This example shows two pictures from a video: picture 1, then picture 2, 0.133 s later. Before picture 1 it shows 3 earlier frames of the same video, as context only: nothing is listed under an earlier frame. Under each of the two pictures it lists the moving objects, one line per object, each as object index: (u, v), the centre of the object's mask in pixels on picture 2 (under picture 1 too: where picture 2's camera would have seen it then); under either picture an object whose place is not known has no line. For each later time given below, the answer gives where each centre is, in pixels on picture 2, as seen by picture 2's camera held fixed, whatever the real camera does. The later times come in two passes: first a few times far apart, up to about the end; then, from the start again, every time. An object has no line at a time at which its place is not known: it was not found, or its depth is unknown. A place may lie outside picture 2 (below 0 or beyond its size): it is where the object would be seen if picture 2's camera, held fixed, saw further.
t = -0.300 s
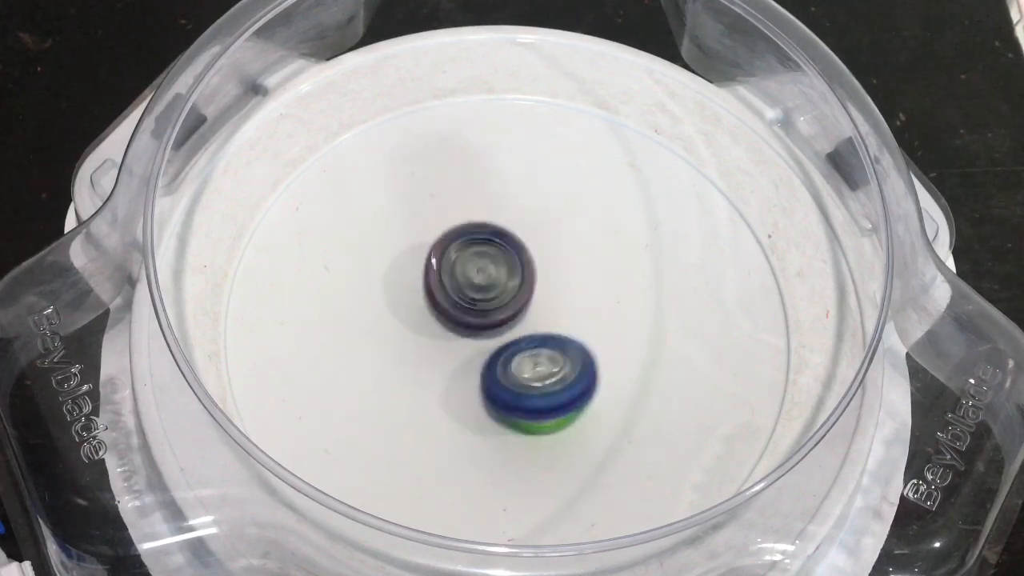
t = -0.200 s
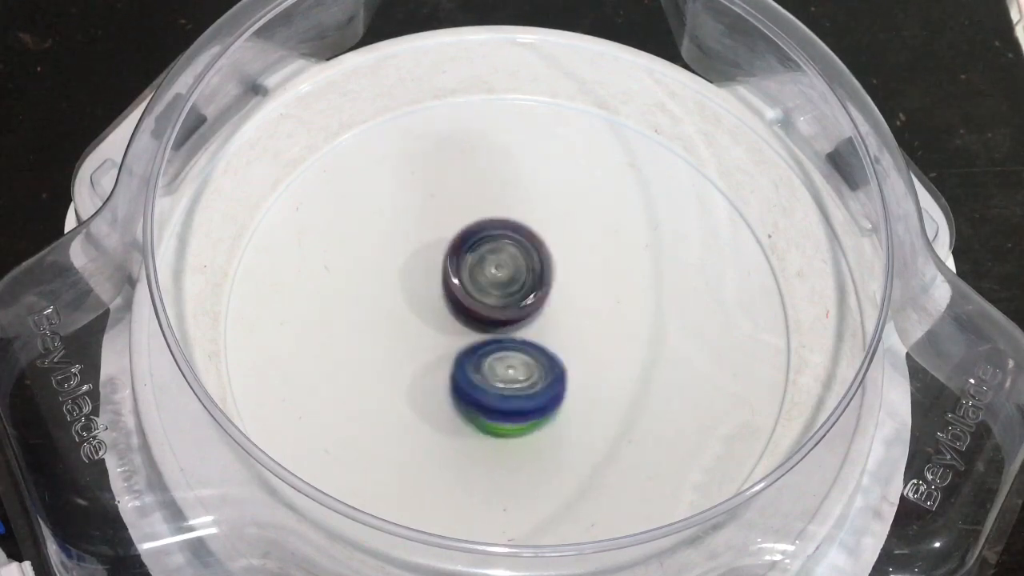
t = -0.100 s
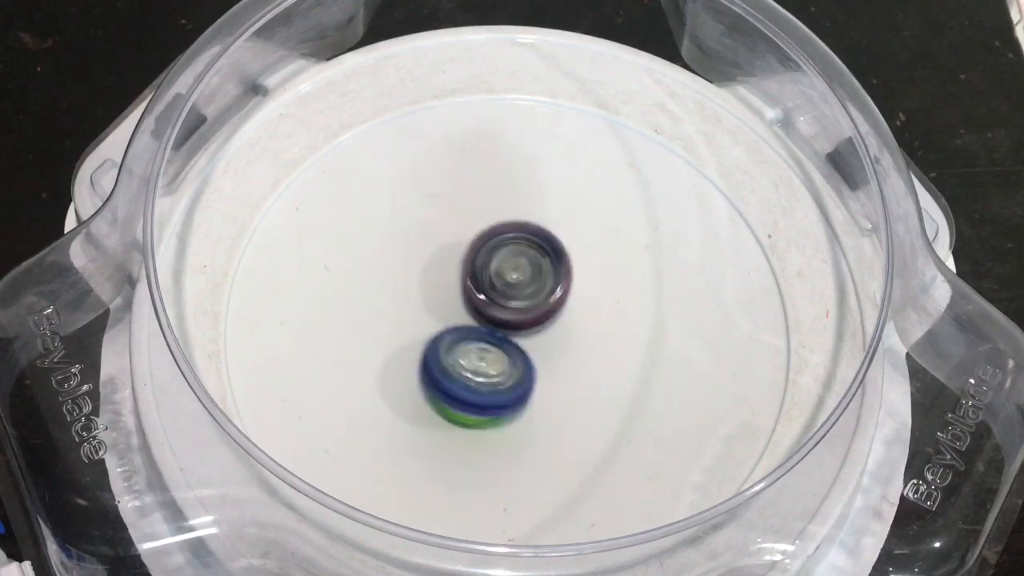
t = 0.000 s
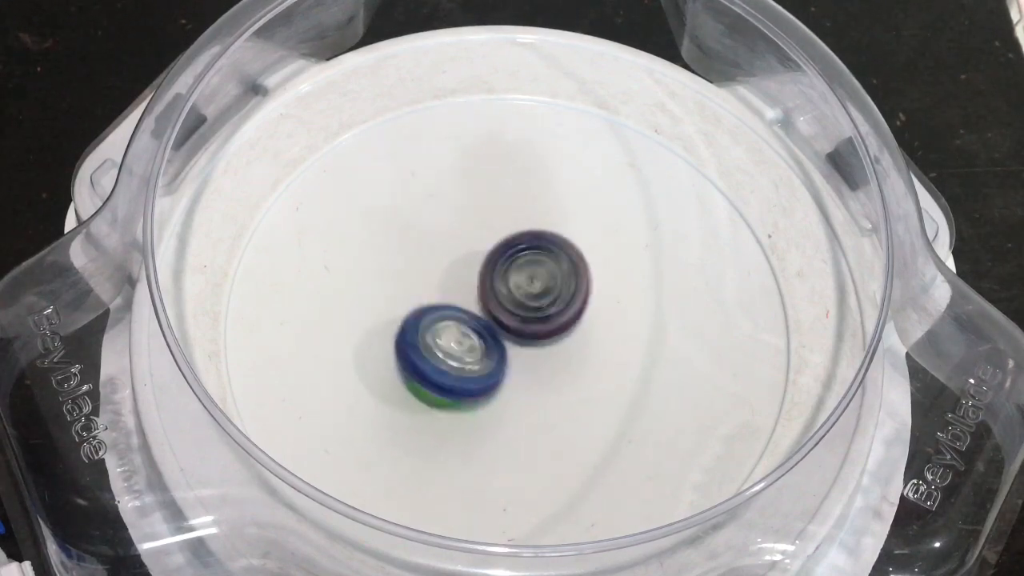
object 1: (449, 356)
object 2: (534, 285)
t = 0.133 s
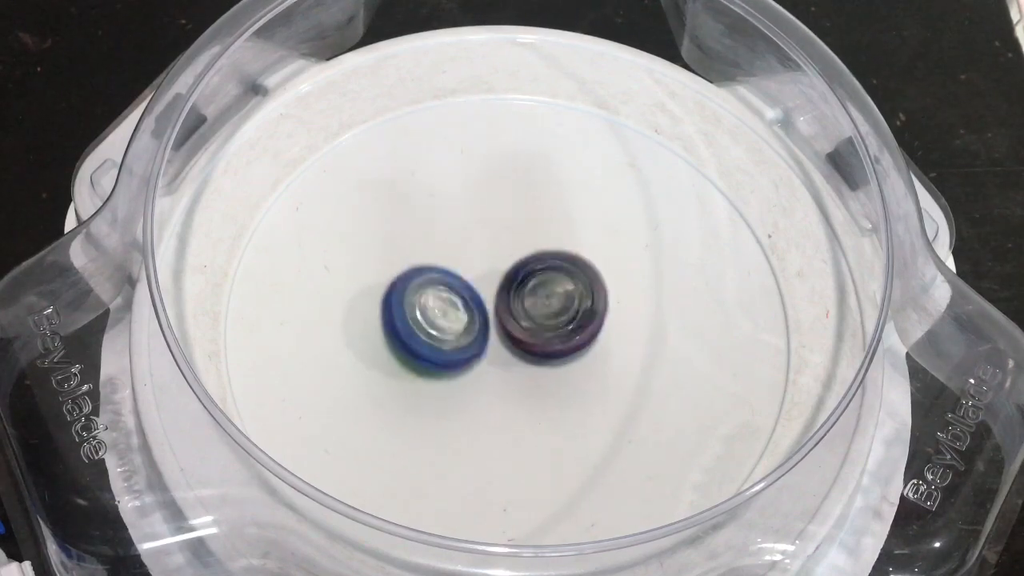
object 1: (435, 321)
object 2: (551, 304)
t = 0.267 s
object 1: (443, 285)
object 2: (552, 328)
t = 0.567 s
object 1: (517, 253)
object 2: (509, 356)
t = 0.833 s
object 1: (577, 304)
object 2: (466, 327)
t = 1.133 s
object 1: (548, 376)
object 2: (480, 286)
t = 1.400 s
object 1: (467, 372)
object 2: (530, 284)
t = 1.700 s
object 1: (440, 295)
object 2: (554, 329)
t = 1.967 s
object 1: (499, 248)
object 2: (519, 351)
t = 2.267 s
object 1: (582, 284)
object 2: (468, 324)
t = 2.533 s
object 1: (588, 360)
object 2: (482, 289)
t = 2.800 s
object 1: (503, 408)
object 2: (531, 289)
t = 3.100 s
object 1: (401, 342)
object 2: (551, 318)
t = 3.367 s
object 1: (429, 249)
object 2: (515, 332)
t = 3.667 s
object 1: (557, 222)
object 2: (477, 302)
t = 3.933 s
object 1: (637, 307)
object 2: (486, 291)
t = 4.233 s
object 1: (582, 409)
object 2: (513, 316)
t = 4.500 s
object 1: (429, 413)
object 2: (522, 316)
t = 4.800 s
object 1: (369, 301)
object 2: (529, 312)
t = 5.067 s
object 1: (470, 220)
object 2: (525, 312)
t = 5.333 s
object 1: (610, 246)
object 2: (510, 307)
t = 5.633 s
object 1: (628, 369)
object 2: (505, 297)
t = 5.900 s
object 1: (495, 444)
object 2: (509, 308)
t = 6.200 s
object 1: (400, 395)
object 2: (498, 318)
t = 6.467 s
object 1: (360, 265)
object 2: (502, 318)
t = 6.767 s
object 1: (398, 244)
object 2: (514, 331)
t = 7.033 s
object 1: (494, 217)
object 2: (508, 329)
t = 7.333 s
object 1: (489, 223)
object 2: (512, 317)
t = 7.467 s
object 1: (499, 225)
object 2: (517, 324)
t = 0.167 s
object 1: (435, 311)
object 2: (552, 310)
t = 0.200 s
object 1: (436, 302)
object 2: (553, 316)
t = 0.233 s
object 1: (438, 293)
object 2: (554, 322)
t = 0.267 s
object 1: (443, 285)
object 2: (552, 328)
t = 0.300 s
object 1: (448, 277)
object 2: (551, 334)
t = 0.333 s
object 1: (454, 270)
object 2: (548, 338)
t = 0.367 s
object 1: (462, 266)
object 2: (544, 343)
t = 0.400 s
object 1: (470, 260)
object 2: (540, 348)
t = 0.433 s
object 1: (479, 256)
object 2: (534, 351)
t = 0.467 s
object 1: (488, 254)
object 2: (529, 354)
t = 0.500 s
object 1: (498, 252)
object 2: (522, 355)
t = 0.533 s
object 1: (508, 251)
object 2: (516, 356)
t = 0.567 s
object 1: (517, 253)
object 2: (509, 356)
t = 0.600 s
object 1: (527, 255)
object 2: (502, 355)
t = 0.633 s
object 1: (537, 259)
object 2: (496, 353)
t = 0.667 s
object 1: (546, 263)
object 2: (489, 350)
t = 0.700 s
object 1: (554, 269)
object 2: (484, 347)
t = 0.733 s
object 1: (562, 277)
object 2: (479, 342)
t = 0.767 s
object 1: (568, 285)
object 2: (475, 338)
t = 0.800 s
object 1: (573, 293)
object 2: (470, 333)
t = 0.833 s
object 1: (577, 304)
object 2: (466, 327)
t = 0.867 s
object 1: (579, 312)
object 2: (465, 321)
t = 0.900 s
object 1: (580, 320)
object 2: (463, 316)
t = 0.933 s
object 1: (579, 330)
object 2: (463, 311)
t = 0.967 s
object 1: (577, 339)
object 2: (463, 305)
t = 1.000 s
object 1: (575, 347)
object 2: (465, 303)
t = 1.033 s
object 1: (569, 356)
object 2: (468, 298)
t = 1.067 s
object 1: (563, 364)
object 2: (470, 293)
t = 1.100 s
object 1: (556, 370)
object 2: (476, 289)
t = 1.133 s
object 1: (548, 376)
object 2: (480, 286)
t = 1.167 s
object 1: (538, 381)
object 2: (486, 283)
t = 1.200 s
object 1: (529, 383)
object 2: (491, 282)
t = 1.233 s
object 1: (518, 385)
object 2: (498, 282)
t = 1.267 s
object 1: (507, 385)
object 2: (504, 281)
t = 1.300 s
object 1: (497, 385)
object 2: (511, 281)
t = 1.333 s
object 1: (486, 382)
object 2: (520, 281)
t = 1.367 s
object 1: (476, 378)
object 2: (525, 282)
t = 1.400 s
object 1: (467, 372)
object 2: (530, 284)
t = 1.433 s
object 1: (460, 366)
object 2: (536, 285)
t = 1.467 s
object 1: (452, 359)
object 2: (541, 291)
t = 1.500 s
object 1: (446, 350)
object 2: (546, 294)
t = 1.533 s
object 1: (442, 342)
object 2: (548, 299)
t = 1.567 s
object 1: (440, 333)
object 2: (552, 303)
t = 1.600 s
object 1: (438, 323)
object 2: (552, 309)
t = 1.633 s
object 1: (439, 315)
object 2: (553, 315)
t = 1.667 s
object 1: (438, 304)
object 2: (555, 321)
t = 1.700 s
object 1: (440, 295)
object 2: (554, 329)
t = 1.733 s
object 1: (444, 286)
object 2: (552, 334)
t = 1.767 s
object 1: (450, 278)
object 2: (550, 338)
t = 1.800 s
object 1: (457, 270)
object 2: (547, 342)
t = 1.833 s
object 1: (464, 264)
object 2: (543, 345)
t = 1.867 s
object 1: (473, 258)
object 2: (537, 349)
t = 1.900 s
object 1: (481, 253)
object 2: (530, 350)
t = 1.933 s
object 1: (490, 249)
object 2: (525, 351)
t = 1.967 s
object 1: (499, 248)
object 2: (519, 351)
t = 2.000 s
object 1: (508, 246)
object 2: (512, 349)
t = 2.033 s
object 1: (517, 247)
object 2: (505, 347)
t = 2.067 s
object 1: (527, 248)
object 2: (501, 344)
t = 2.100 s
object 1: (536, 250)
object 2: (495, 340)
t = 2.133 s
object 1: (547, 253)
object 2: (487, 338)
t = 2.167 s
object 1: (558, 259)
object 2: (479, 335)
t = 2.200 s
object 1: (567, 266)
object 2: (473, 332)
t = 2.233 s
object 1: (574, 275)
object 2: (471, 327)
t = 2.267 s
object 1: (582, 284)
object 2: (468, 324)
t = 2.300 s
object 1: (588, 294)
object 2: (466, 319)
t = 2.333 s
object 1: (592, 304)
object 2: (464, 314)
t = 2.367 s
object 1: (596, 314)
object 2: (466, 308)
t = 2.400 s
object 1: (597, 323)
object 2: (466, 304)
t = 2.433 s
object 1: (596, 333)
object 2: (470, 299)
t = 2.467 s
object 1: (596, 342)
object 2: (472, 294)
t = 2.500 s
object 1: (592, 351)
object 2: (478, 292)
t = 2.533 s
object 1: (588, 360)
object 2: (482, 289)
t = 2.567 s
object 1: (581, 369)
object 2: (488, 289)
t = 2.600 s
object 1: (574, 377)
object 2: (493, 287)
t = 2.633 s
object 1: (566, 383)
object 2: (499, 288)
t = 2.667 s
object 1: (556, 388)
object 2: (505, 288)
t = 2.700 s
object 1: (545, 393)
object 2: (510, 291)
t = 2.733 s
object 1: (533, 395)
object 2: (516, 292)
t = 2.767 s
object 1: (518, 403)
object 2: (522, 290)
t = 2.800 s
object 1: (503, 408)
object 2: (531, 289)
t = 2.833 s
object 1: (489, 408)
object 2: (537, 292)
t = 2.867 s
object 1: (474, 406)
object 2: (539, 294)
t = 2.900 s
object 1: (460, 401)
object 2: (542, 295)
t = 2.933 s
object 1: (447, 395)
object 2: (547, 297)
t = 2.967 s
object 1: (435, 386)
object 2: (550, 303)
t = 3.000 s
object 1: (423, 376)
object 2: (551, 307)
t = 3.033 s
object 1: (414, 365)
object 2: (551, 311)
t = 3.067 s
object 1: (407, 354)
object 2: (552, 313)
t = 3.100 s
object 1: (401, 342)
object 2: (551, 318)
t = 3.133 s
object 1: (397, 328)
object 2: (548, 322)
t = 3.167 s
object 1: (396, 316)
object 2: (544, 325)
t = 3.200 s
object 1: (398, 304)
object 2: (541, 328)
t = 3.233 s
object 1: (400, 292)
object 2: (537, 330)
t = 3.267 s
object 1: (405, 281)
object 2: (531, 332)
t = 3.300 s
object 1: (411, 269)
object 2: (525, 333)
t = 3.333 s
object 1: (420, 259)
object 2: (520, 333)
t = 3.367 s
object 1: (429, 249)
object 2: (515, 332)
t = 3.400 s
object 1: (441, 241)
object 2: (509, 330)
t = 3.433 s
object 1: (453, 232)
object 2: (504, 328)
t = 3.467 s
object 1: (466, 225)
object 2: (499, 325)
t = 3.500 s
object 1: (481, 220)
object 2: (495, 322)
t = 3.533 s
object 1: (495, 217)
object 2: (492, 318)
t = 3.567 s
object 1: (511, 216)
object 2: (489, 313)
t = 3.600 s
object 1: (526, 217)
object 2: (486, 309)
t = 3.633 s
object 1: (543, 217)
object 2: (481, 307)
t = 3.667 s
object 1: (557, 222)
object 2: (477, 302)
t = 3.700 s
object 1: (572, 229)
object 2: (479, 300)
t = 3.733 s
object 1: (585, 236)
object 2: (478, 299)
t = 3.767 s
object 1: (598, 246)
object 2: (477, 297)
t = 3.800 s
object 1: (608, 257)
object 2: (477, 293)
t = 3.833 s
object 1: (617, 269)
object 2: (481, 293)
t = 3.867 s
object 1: (625, 281)
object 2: (482, 293)
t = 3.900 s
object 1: (632, 294)
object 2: (483, 292)
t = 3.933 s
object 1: (637, 307)
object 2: (486, 291)
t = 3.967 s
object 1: (640, 320)
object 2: (491, 293)
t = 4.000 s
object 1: (640, 333)
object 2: (494, 296)
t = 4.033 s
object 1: (639, 346)
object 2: (496, 296)
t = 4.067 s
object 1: (635, 359)
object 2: (499, 297)
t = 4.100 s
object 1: (629, 369)
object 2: (504, 299)
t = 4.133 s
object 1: (620, 381)
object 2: (508, 305)
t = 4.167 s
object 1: (609, 391)
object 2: (509, 309)
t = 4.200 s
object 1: (597, 400)
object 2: (511, 311)
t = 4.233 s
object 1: (582, 409)
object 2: (513, 316)
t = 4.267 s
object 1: (566, 415)
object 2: (515, 321)
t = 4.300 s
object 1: (548, 423)
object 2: (515, 323)
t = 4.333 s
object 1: (528, 429)
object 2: (518, 322)
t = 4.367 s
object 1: (507, 431)
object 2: (519, 324)
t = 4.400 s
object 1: (487, 430)
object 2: (519, 323)
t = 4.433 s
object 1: (467, 427)
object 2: (517, 320)
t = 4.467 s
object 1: (447, 421)
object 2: (521, 315)
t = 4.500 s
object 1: (429, 413)
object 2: (522, 316)
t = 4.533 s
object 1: (413, 404)
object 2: (519, 317)
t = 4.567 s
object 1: (398, 393)
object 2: (520, 314)
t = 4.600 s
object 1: (386, 381)
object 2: (520, 313)
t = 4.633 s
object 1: (376, 369)
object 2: (523, 312)
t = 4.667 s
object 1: (370, 356)
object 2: (524, 314)
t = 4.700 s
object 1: (366, 343)
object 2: (522, 314)
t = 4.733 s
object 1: (364, 327)
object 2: (522, 312)
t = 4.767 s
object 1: (365, 315)
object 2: (525, 311)
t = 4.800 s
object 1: (369, 301)
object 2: (529, 312)
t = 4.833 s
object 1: (374, 287)
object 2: (526, 314)
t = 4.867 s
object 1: (382, 274)
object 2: (525, 313)
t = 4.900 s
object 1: (392, 262)
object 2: (525, 312)
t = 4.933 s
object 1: (404, 252)
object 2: (527, 314)
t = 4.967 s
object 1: (419, 242)
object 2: (524, 315)
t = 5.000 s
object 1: (435, 234)
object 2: (523, 313)
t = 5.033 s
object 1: (451, 226)
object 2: (525, 312)
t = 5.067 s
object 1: (470, 220)
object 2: (525, 312)
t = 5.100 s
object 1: (488, 216)
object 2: (522, 314)
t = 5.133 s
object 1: (506, 214)
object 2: (517, 314)
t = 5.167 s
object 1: (526, 213)
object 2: (517, 312)
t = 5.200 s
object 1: (544, 216)
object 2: (518, 312)
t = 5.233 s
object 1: (563, 220)
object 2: (516, 312)
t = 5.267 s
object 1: (580, 227)
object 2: (511, 311)
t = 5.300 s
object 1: (595, 237)
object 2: (508, 308)
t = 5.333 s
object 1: (610, 246)
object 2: (510, 307)
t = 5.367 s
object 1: (623, 256)
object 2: (509, 308)
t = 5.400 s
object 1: (633, 270)
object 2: (507, 307)
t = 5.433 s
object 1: (641, 283)
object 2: (503, 304)
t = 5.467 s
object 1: (646, 296)
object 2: (503, 301)
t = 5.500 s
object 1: (649, 312)
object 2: (505, 301)
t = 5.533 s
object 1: (648, 326)
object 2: (504, 302)
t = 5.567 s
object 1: (644, 340)
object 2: (503, 301)
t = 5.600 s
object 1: (638, 355)
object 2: (502, 299)
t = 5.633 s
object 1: (628, 369)
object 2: (505, 297)
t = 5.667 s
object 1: (616, 382)
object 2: (508, 298)
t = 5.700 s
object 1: (602, 393)
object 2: (508, 300)
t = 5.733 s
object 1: (584, 404)
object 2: (507, 300)
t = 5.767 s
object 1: (567, 414)
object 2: (507, 299)
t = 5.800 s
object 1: (549, 422)
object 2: (513, 300)
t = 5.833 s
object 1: (530, 431)
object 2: (513, 306)
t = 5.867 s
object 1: (512, 438)
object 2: (510, 307)
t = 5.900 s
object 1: (495, 444)
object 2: (509, 308)
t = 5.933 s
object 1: (480, 449)
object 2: (511, 306)
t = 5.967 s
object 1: (465, 451)
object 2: (515, 309)
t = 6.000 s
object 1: (451, 451)
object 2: (510, 314)
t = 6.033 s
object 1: (438, 447)
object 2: (507, 314)
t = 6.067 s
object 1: (428, 442)
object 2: (506, 315)
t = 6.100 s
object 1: (418, 432)
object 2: (508, 314)
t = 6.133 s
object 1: (411, 421)
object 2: (507, 318)
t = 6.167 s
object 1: (404, 408)
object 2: (501, 319)
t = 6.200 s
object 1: (400, 395)
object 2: (498, 318)
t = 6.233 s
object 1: (394, 378)
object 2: (498, 317)
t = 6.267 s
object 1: (392, 361)
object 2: (499, 317)
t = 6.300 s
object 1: (388, 344)
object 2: (496, 318)
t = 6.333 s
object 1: (382, 326)
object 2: (495, 317)
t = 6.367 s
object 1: (375, 309)
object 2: (499, 317)
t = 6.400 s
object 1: (369, 291)
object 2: (499, 318)
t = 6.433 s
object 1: (365, 277)
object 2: (501, 318)
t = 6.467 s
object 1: (360, 265)
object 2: (502, 318)
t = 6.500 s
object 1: (358, 255)
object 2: (507, 316)
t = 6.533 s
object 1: (358, 250)
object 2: (513, 319)
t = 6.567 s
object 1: (358, 246)
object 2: (512, 322)
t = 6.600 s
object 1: (359, 244)
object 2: (511, 323)
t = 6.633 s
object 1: (362, 243)
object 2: (512, 323)
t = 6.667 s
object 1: (366, 243)
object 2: (515, 322)
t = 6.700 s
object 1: (374, 243)
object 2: (520, 326)
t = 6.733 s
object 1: (385, 243)
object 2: (518, 330)
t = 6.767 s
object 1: (398, 244)
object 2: (514, 331)
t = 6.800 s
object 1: (414, 244)
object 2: (512, 330)
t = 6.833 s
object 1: (432, 242)
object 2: (514, 329)
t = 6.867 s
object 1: (448, 239)
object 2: (516, 331)
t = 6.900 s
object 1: (463, 234)
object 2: (514, 333)
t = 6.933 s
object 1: (475, 228)
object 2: (511, 333)
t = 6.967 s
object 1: (484, 224)
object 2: (509, 332)
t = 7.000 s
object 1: (490, 220)
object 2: (507, 330)
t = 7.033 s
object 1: (494, 217)
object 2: (508, 329)
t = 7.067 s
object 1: (495, 217)
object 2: (507, 329)
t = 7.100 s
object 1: (496, 216)
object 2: (506, 327)
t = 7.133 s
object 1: (494, 218)
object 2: (506, 325)
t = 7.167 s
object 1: (492, 220)
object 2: (506, 321)
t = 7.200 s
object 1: (489, 221)
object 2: (508, 320)
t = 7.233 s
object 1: (487, 222)
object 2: (509, 318)
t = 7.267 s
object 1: (486, 222)
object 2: (510, 316)
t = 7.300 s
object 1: (487, 222)
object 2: (512, 316)
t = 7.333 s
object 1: (489, 223)
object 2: (512, 317)
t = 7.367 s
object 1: (491, 224)
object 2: (513, 317)
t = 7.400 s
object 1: (494, 224)
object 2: (514, 320)
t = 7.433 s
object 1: (497, 225)
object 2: (515, 322)
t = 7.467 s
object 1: (499, 225)
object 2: (517, 324)
